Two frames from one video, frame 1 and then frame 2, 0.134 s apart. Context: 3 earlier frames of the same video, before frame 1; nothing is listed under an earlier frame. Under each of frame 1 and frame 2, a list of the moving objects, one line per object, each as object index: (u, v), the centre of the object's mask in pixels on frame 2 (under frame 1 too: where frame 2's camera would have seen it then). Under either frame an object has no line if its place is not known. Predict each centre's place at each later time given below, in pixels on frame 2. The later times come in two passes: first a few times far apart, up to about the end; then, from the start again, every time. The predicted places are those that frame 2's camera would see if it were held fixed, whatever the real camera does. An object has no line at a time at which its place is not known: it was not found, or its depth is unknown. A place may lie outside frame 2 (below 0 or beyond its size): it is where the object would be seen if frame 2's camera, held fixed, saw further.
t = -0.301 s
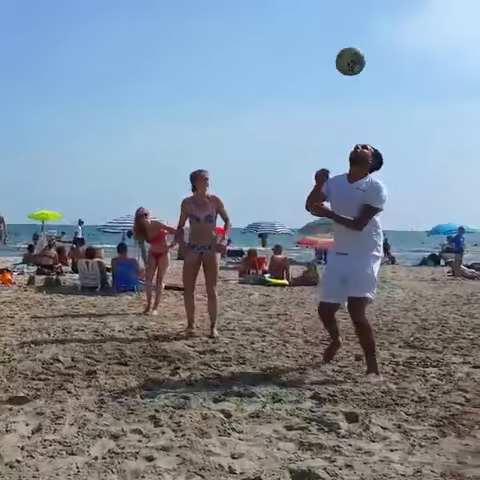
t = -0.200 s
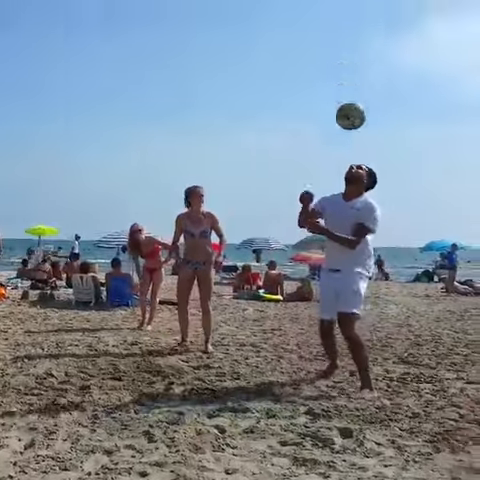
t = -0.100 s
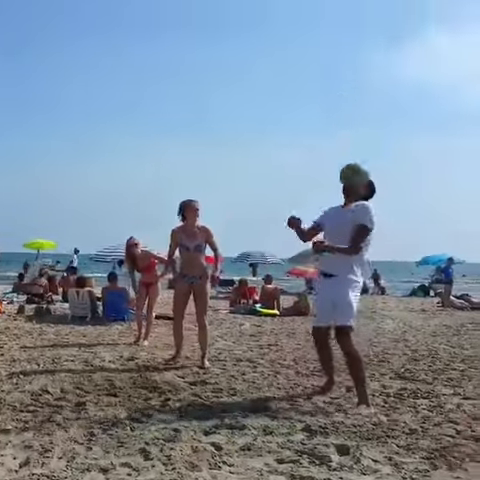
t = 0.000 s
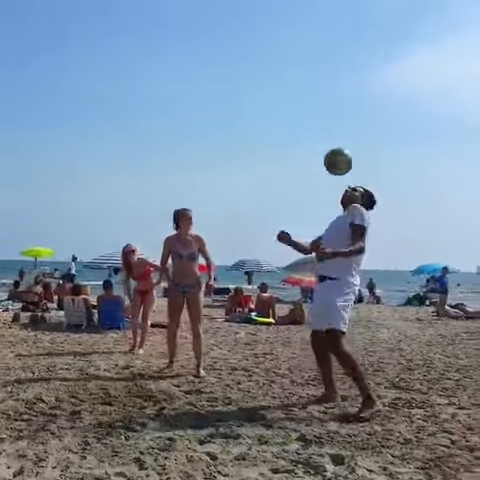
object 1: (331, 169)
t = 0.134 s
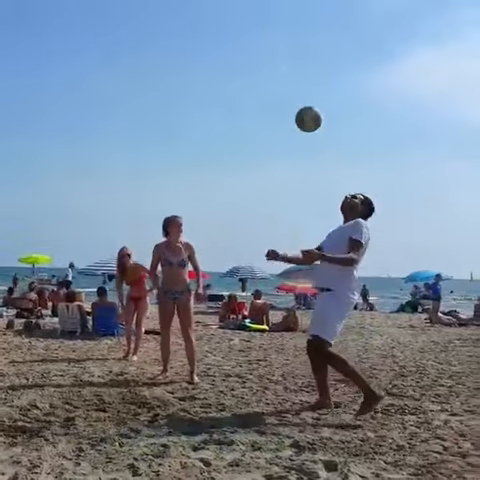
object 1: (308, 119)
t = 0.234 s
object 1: (292, 98)
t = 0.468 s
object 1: (259, 95)
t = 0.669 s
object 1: (237, 135)
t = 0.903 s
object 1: (216, 222)
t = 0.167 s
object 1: (303, 111)
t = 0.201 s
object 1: (297, 104)
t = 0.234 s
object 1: (292, 98)
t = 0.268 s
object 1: (287, 94)
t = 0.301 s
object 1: (282, 92)
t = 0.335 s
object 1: (277, 90)
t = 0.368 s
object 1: (273, 90)
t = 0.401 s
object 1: (268, 90)
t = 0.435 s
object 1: (264, 92)
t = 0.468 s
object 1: (259, 95)
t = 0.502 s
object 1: (255, 99)
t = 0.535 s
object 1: (251, 105)
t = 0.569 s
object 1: (247, 111)
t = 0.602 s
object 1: (243, 118)
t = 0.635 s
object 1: (239, 127)
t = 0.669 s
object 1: (237, 135)
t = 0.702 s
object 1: (234, 145)
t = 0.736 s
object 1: (231, 156)
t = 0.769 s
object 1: (228, 168)
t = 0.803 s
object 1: (225, 180)
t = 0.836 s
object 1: (222, 193)
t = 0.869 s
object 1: (219, 207)
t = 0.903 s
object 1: (216, 222)
